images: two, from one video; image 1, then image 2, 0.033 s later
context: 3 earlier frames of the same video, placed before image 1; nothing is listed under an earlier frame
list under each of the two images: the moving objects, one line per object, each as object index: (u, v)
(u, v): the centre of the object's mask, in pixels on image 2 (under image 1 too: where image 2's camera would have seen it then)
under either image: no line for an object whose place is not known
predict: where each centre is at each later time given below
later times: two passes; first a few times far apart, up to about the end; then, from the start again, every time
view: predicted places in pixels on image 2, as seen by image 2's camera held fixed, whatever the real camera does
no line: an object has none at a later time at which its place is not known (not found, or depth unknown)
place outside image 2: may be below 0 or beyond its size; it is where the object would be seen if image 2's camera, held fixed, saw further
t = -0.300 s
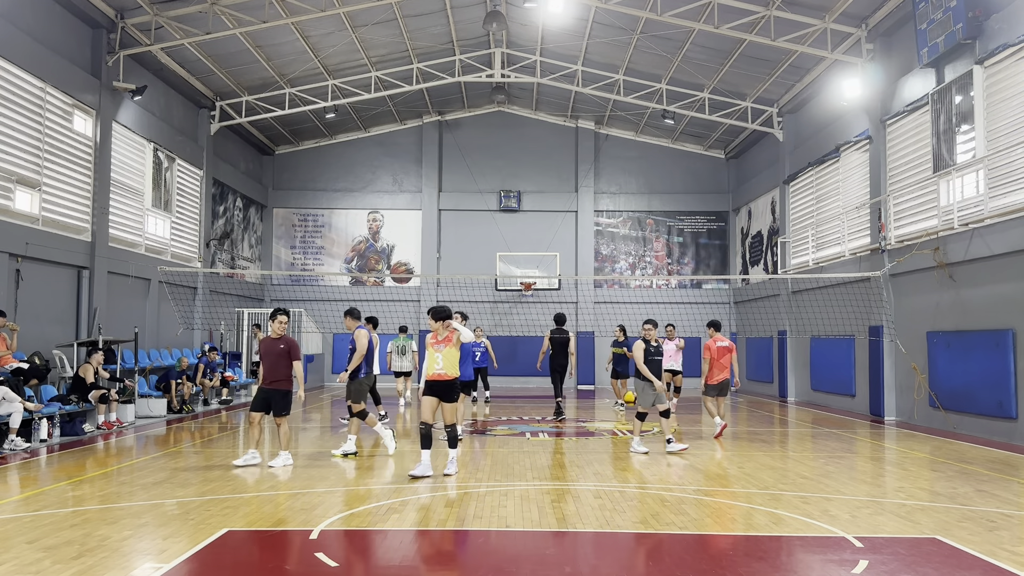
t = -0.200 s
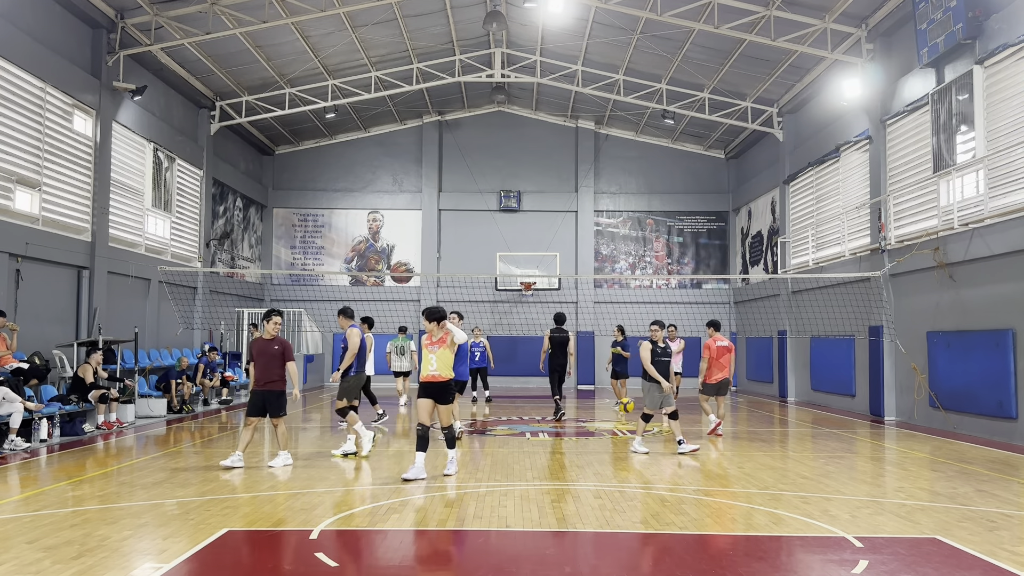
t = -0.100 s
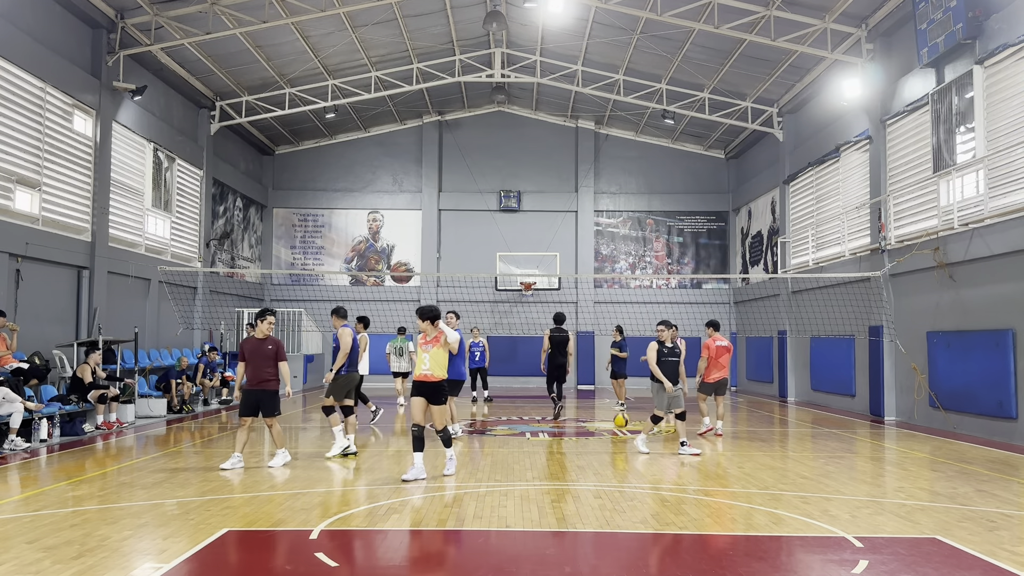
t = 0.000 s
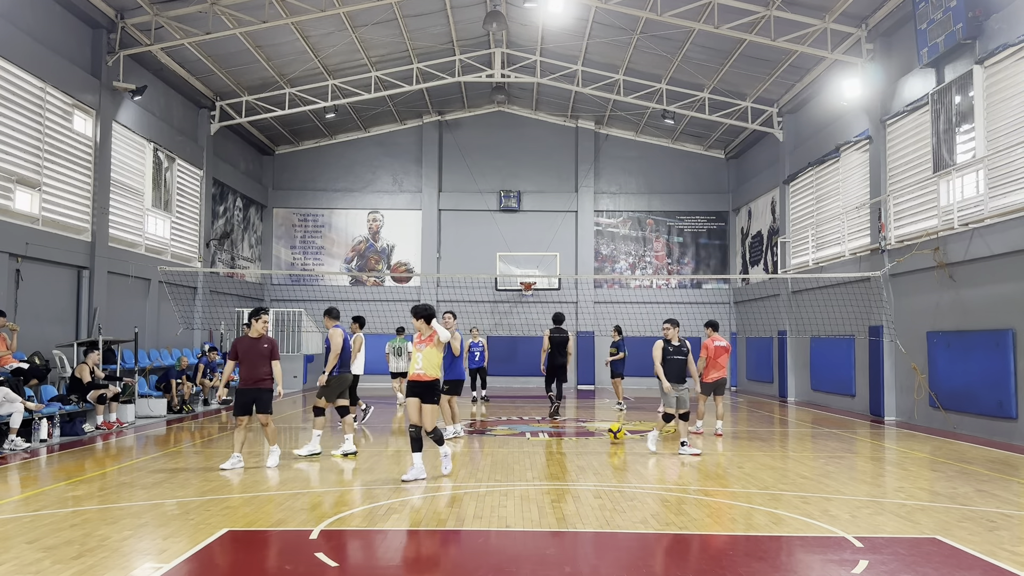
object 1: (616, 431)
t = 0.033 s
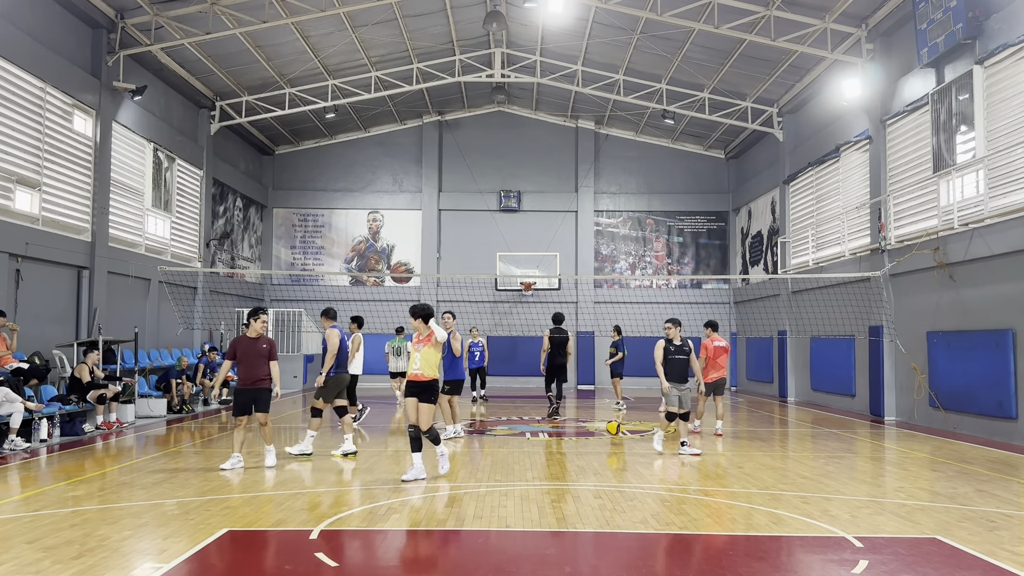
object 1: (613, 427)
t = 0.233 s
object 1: (602, 418)
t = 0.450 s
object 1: (589, 445)
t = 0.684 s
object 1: (572, 434)
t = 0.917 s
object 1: (553, 458)
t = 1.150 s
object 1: (531, 453)
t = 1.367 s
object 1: (508, 469)
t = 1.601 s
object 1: (480, 489)
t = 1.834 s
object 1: (448, 496)
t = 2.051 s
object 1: (412, 510)
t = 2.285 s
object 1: (367, 532)
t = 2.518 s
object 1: (312, 559)
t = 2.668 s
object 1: (270, 567)
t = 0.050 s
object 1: (613, 425)
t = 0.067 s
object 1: (612, 422)
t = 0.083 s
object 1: (611, 421)
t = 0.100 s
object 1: (610, 420)
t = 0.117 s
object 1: (610, 420)
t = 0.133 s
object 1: (609, 418)
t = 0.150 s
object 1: (607, 418)
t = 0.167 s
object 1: (607, 417)
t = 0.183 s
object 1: (606, 417)
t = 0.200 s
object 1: (605, 417)
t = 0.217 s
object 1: (603, 417)
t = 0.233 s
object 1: (602, 418)
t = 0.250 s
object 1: (602, 418)
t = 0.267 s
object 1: (601, 419)
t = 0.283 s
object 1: (600, 420)
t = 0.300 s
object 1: (599, 422)
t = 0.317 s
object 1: (597, 423)
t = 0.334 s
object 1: (597, 424)
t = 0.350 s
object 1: (596, 427)
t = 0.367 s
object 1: (595, 430)
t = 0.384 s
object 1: (594, 432)
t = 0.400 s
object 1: (592, 435)
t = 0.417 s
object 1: (591, 438)
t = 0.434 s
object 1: (589, 442)
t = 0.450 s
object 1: (589, 445)
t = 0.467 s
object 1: (588, 447)
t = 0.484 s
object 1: (586, 445)
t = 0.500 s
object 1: (585, 443)
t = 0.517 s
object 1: (584, 440)
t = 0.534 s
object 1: (583, 438)
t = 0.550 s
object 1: (582, 437)
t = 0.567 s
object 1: (581, 435)
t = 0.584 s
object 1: (580, 434)
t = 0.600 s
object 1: (578, 434)
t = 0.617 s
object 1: (577, 433)
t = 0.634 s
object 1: (576, 433)
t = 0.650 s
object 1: (575, 433)
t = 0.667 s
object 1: (573, 433)
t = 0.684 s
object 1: (572, 434)
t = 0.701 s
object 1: (571, 434)
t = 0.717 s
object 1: (569, 435)
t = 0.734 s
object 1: (568, 437)
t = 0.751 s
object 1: (567, 438)
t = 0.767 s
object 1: (566, 440)
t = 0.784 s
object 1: (564, 442)
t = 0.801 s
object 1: (563, 444)
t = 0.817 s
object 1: (561, 447)
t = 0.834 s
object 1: (560, 450)
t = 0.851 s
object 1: (558, 453)
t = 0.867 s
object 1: (557, 457)
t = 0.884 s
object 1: (555, 460)
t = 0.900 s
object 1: (554, 460)
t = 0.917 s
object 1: (553, 458)
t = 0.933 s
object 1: (552, 456)
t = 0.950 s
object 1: (550, 454)
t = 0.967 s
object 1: (549, 452)
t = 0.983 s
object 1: (547, 450)
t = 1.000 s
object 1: (546, 449)
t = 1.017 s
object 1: (544, 449)
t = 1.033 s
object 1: (542, 446)
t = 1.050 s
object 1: (541, 447)
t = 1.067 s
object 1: (539, 446)
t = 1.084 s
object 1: (537, 448)
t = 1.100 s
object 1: (536, 447)
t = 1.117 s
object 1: (535, 445)
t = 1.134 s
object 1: (532, 450)
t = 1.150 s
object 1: (531, 453)
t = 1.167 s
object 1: (530, 456)
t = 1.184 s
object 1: (528, 455)
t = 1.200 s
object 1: (527, 460)
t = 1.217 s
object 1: (525, 463)
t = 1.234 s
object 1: (523, 466)
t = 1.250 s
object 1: (521, 470)
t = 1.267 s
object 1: (519, 474)
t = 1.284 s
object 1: (518, 477)
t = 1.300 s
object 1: (516, 475)
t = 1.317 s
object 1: (514, 473)
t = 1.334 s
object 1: (512, 471)
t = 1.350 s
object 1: (510, 470)
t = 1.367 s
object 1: (508, 469)
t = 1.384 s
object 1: (507, 468)
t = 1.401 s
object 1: (505, 468)
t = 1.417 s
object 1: (503, 468)
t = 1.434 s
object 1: (501, 468)
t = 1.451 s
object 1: (499, 468)
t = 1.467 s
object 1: (497, 469)
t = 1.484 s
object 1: (495, 470)
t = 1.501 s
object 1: (493, 472)
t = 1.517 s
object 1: (491, 474)
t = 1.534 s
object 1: (489, 476)
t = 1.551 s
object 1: (487, 479)
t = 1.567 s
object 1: (485, 482)
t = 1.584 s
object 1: (482, 485)
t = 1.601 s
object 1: (480, 489)
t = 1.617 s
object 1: (478, 494)
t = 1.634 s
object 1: (476, 493)
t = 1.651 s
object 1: (474, 491)
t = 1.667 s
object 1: (472, 489)
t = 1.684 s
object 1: (469, 488)
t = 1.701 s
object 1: (467, 487)
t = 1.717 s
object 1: (465, 487)
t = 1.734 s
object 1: (462, 487)
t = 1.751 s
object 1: (460, 487)
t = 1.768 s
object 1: (457, 489)
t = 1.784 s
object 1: (455, 490)
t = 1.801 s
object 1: (452, 491)
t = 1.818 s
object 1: (450, 493)
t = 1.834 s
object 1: (448, 496)
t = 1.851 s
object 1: (446, 498)
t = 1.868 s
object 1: (443, 502)
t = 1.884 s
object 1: (440, 506)
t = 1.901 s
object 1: (437, 510)
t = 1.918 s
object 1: (435, 510)
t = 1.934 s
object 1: (432, 509)
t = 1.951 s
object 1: (429, 508)
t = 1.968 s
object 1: (427, 507)
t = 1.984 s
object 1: (424, 507)
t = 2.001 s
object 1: (421, 507)
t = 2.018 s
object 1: (418, 507)
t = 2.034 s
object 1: (415, 509)
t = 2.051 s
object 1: (412, 510)
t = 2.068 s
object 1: (409, 512)
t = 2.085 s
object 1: (406, 514)
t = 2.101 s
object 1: (403, 517)
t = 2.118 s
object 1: (400, 521)
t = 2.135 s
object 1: (397, 524)
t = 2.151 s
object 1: (393, 529)
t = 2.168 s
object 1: (390, 528)
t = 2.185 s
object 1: (387, 527)
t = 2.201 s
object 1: (384, 527)
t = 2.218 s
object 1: (381, 527)
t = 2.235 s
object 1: (378, 528)
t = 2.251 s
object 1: (375, 529)
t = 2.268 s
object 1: (371, 530)
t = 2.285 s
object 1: (367, 532)
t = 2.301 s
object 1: (364, 535)
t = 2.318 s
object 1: (361, 538)
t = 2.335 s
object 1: (356, 542)
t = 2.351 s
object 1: (353, 546)
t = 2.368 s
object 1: (349, 549)
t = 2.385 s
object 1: (345, 548)
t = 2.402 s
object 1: (341, 547)
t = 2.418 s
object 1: (337, 548)
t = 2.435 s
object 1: (333, 549)
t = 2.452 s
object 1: (329, 550)
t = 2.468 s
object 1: (325, 553)
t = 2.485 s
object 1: (320, 556)
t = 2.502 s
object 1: (317, 557)
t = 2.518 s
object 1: (312, 559)
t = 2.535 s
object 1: (308, 562)
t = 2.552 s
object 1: (303, 563)
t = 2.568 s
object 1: (299, 563)
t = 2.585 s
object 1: (295, 563)
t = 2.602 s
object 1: (289, 563)
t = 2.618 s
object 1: (284, 564)
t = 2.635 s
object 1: (280, 565)
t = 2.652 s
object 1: (274, 566)
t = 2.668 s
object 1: (270, 567)
